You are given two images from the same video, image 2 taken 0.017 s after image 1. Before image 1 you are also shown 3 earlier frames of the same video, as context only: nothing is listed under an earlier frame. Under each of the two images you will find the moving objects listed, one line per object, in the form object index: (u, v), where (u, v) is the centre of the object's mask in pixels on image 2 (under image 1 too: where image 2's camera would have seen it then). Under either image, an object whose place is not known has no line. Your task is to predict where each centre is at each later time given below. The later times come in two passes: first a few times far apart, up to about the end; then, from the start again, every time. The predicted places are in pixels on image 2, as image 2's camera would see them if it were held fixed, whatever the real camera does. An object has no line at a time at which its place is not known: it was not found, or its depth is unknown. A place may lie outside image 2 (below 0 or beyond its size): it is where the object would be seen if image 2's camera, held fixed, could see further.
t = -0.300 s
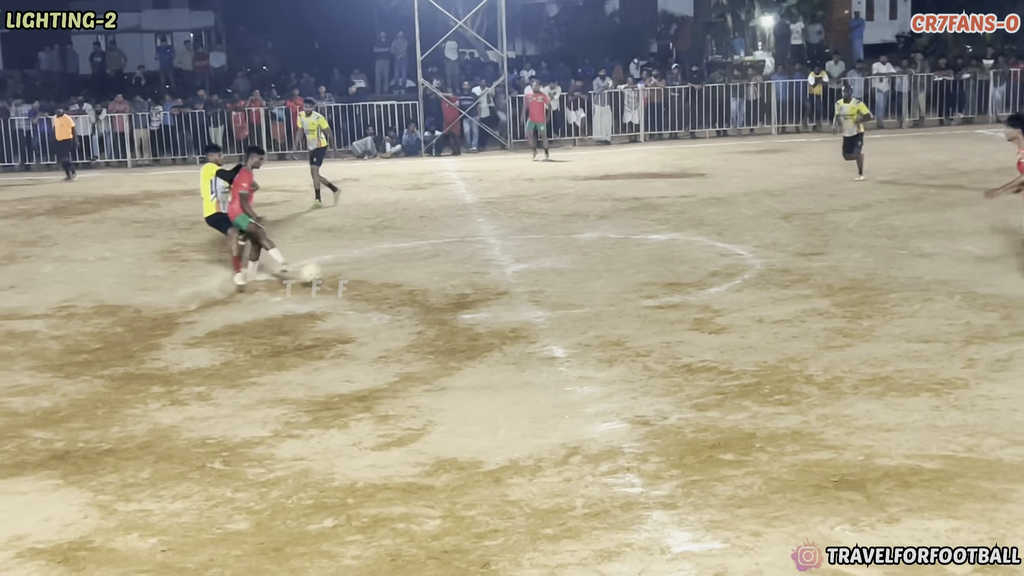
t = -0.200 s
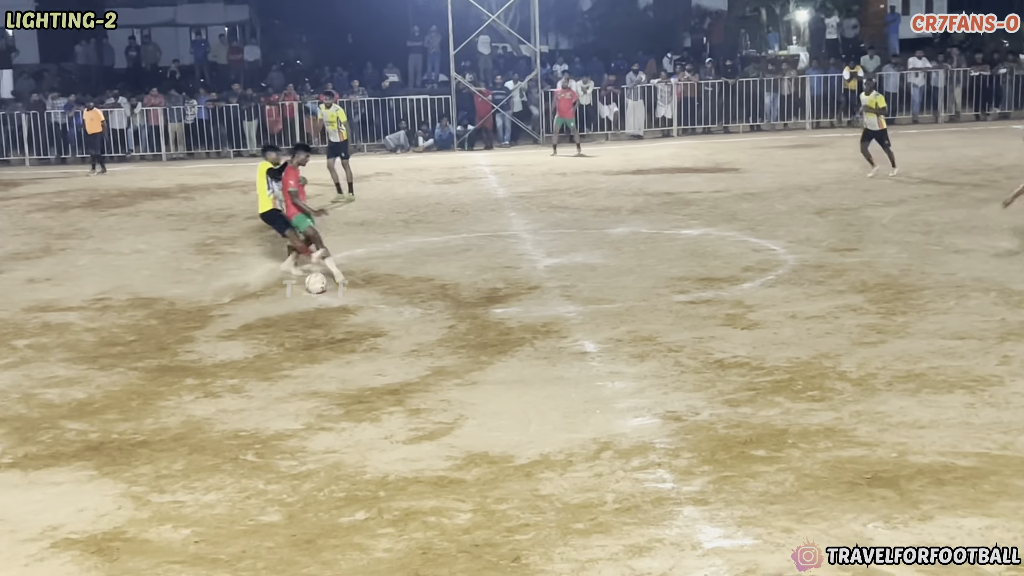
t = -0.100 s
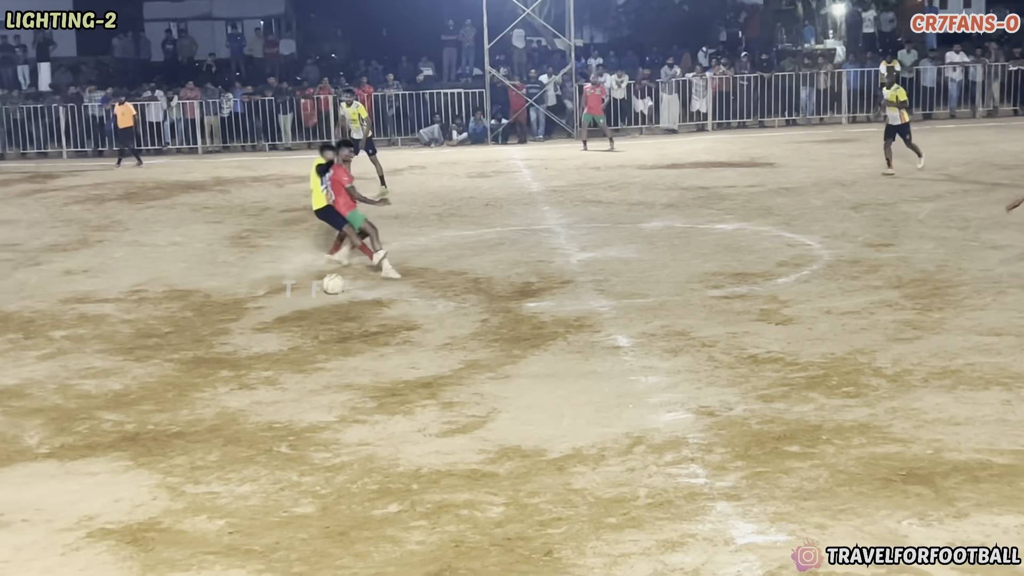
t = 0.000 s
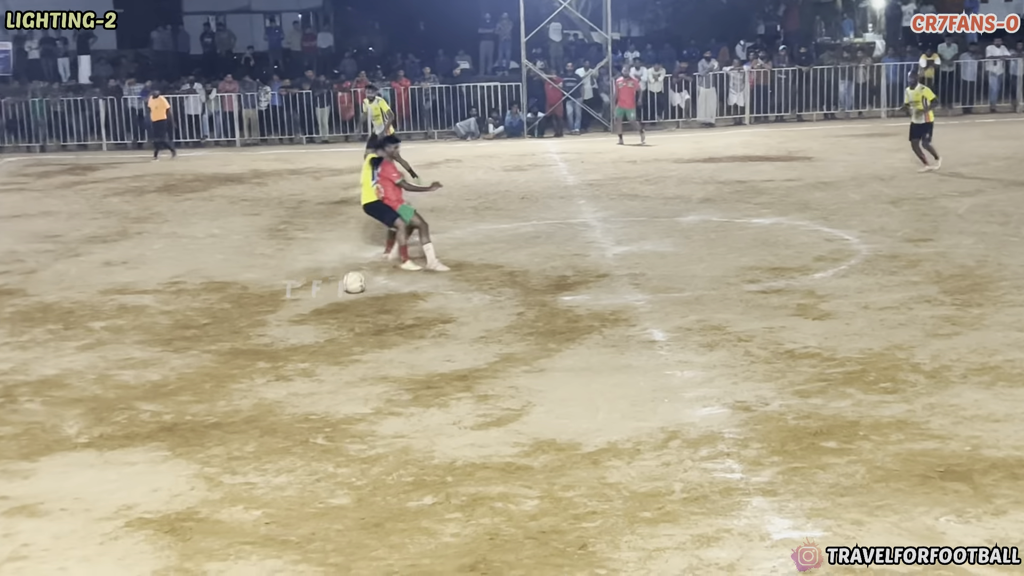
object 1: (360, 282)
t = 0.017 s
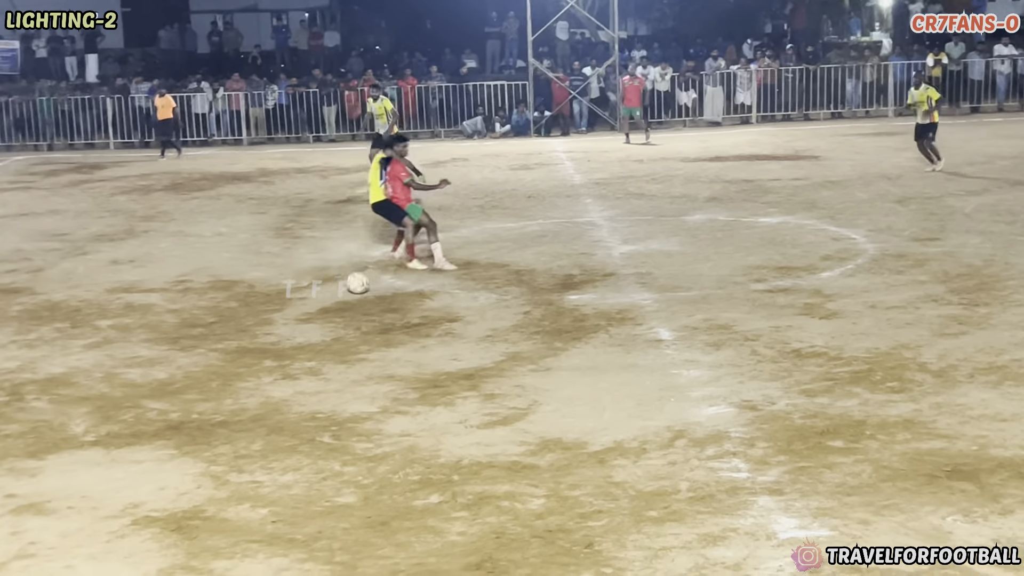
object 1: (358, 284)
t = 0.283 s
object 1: (314, 304)
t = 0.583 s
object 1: (260, 323)
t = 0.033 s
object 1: (355, 285)
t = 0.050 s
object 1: (353, 287)
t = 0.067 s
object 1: (350, 288)
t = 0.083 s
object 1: (347, 289)
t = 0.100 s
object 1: (345, 290)
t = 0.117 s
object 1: (342, 291)
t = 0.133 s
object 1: (339, 292)
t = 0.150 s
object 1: (337, 293)
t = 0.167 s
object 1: (334, 294)
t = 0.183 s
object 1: (331, 295)
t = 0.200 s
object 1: (328, 297)
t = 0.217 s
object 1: (325, 298)
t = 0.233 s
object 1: (323, 299)
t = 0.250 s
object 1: (319, 301)
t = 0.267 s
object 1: (317, 302)
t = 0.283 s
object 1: (314, 304)
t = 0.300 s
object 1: (311, 305)
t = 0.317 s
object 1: (308, 305)
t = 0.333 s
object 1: (305, 305)
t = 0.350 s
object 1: (302, 305)
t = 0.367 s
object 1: (300, 306)
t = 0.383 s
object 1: (297, 306)
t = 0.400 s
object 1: (294, 307)
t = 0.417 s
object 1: (290, 309)
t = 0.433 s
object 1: (288, 311)
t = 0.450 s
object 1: (285, 312)
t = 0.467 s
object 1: (282, 314)
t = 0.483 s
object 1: (279, 317)
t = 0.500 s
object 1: (276, 319)
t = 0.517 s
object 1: (272, 320)
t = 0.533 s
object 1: (269, 321)
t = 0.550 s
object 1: (266, 321)
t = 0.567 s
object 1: (263, 322)
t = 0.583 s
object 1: (260, 323)
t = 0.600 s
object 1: (257, 323)
